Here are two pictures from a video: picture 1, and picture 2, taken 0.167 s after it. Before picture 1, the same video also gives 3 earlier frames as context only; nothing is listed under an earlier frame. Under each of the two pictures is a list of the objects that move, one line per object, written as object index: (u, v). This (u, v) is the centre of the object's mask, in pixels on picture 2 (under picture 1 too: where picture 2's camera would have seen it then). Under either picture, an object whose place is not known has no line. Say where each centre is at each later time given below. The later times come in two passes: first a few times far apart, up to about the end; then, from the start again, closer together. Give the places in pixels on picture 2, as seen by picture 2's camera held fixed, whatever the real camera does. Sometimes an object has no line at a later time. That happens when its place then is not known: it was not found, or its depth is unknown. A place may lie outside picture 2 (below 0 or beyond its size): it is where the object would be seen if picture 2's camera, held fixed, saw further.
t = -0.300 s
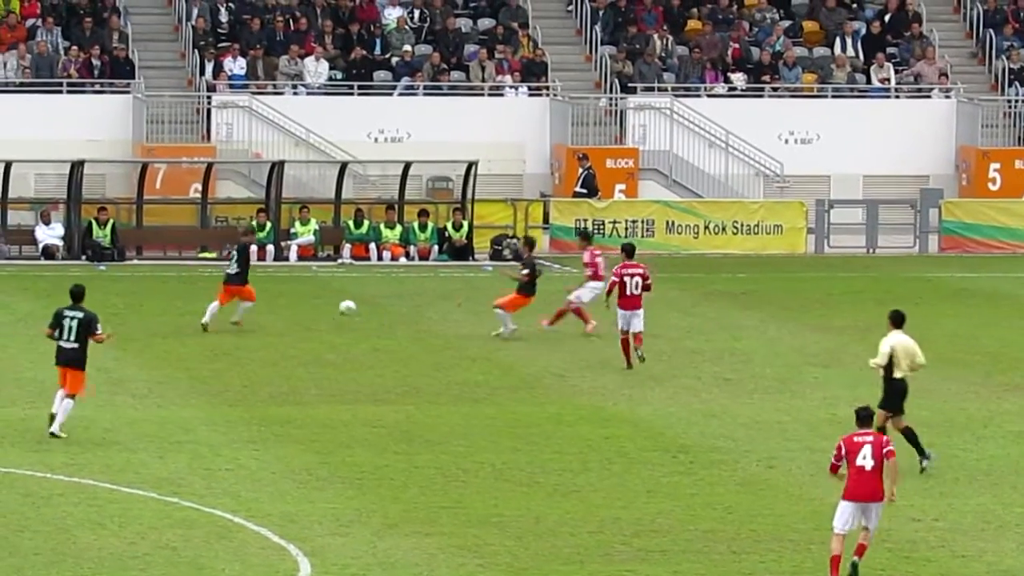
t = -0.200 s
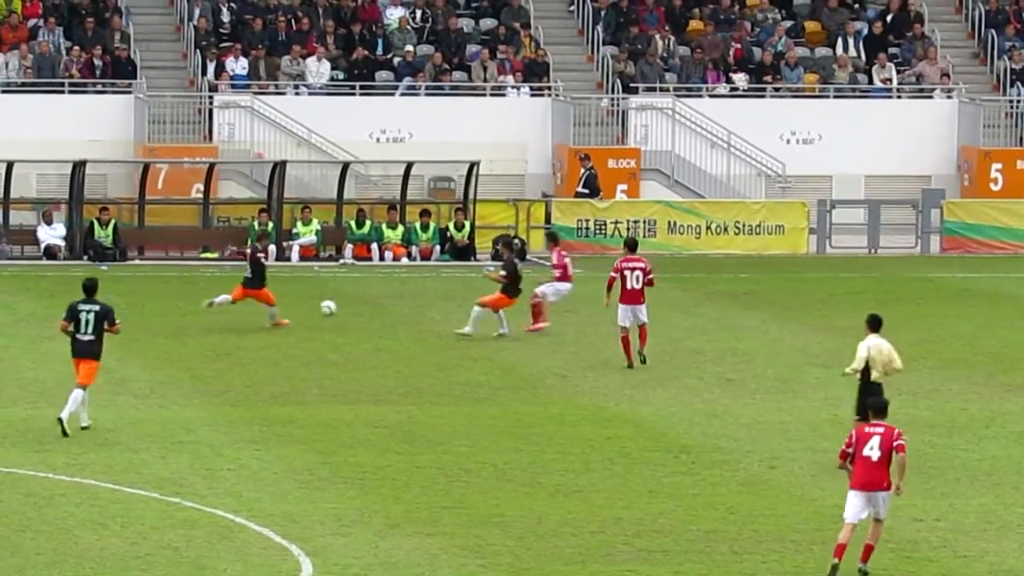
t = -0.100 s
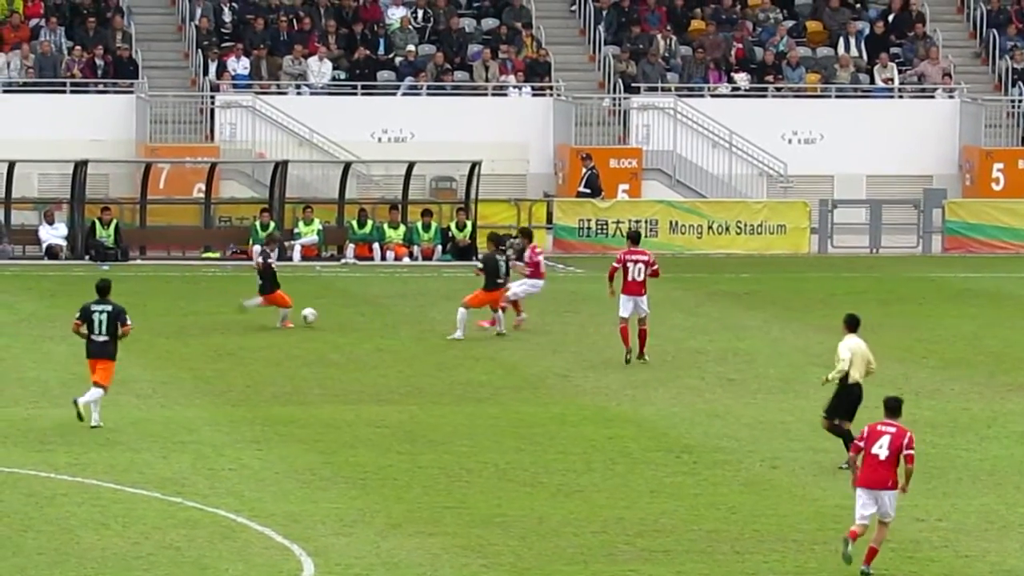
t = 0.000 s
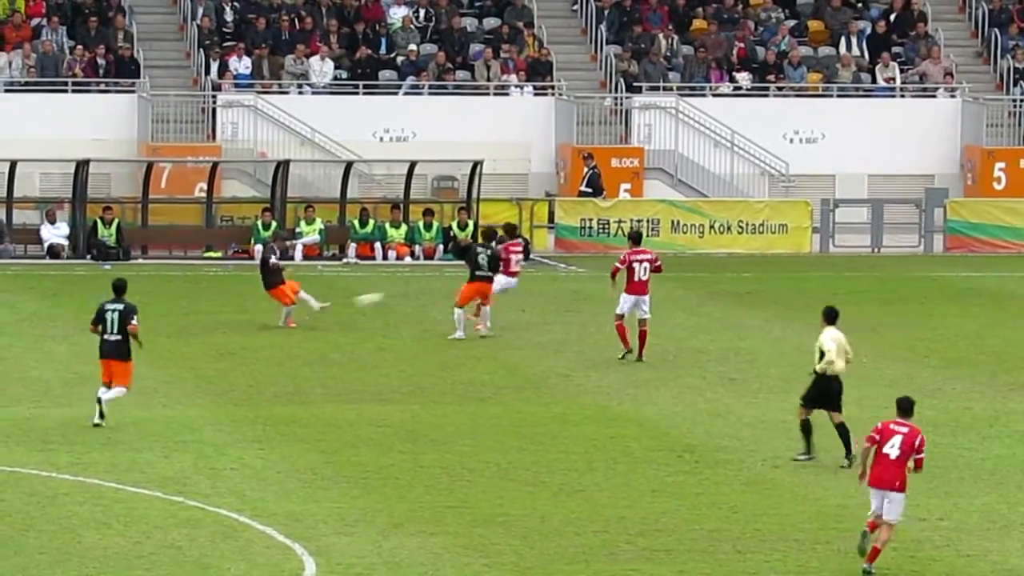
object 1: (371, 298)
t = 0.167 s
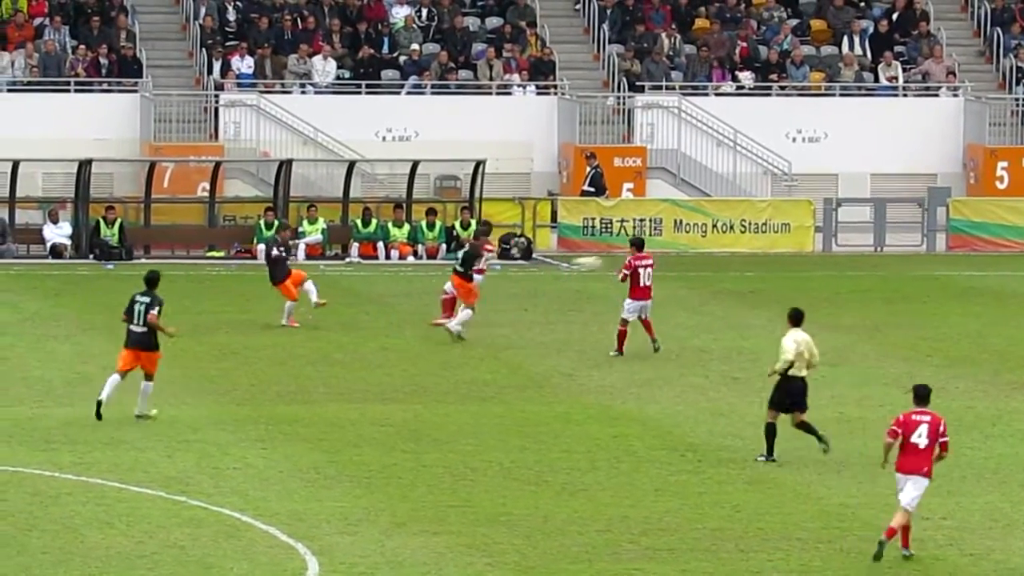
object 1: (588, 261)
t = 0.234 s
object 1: (673, 253)
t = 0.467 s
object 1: (960, 256)
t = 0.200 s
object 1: (622, 258)
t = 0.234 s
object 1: (673, 253)
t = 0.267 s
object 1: (714, 251)
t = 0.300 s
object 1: (755, 249)
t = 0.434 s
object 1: (918, 253)
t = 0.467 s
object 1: (960, 256)
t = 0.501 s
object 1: (1002, 262)
